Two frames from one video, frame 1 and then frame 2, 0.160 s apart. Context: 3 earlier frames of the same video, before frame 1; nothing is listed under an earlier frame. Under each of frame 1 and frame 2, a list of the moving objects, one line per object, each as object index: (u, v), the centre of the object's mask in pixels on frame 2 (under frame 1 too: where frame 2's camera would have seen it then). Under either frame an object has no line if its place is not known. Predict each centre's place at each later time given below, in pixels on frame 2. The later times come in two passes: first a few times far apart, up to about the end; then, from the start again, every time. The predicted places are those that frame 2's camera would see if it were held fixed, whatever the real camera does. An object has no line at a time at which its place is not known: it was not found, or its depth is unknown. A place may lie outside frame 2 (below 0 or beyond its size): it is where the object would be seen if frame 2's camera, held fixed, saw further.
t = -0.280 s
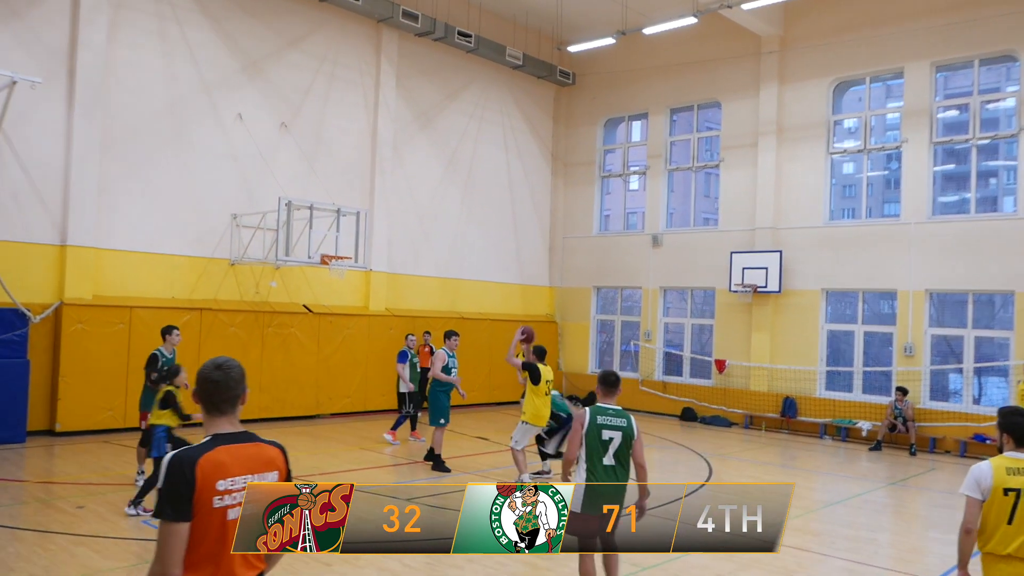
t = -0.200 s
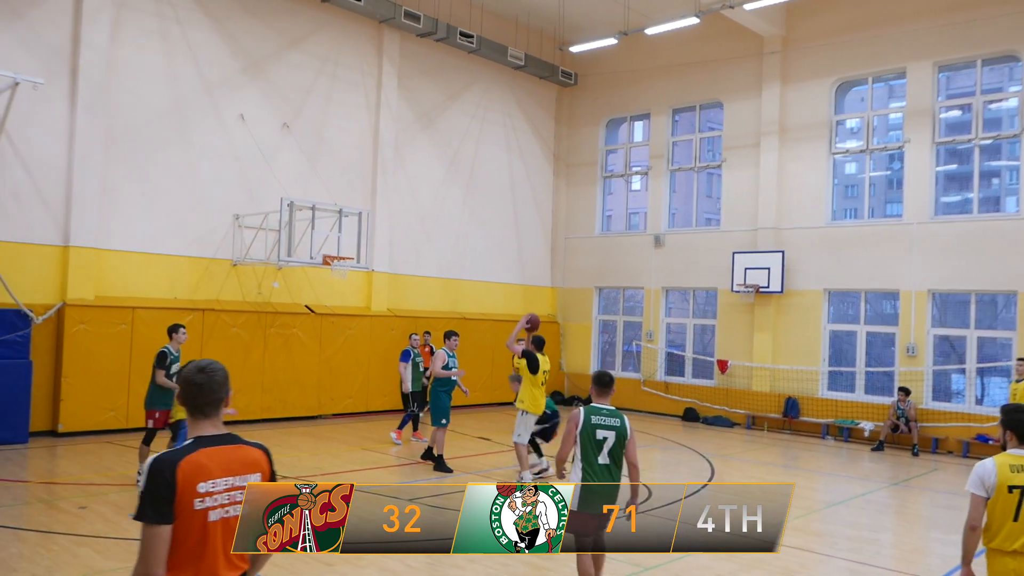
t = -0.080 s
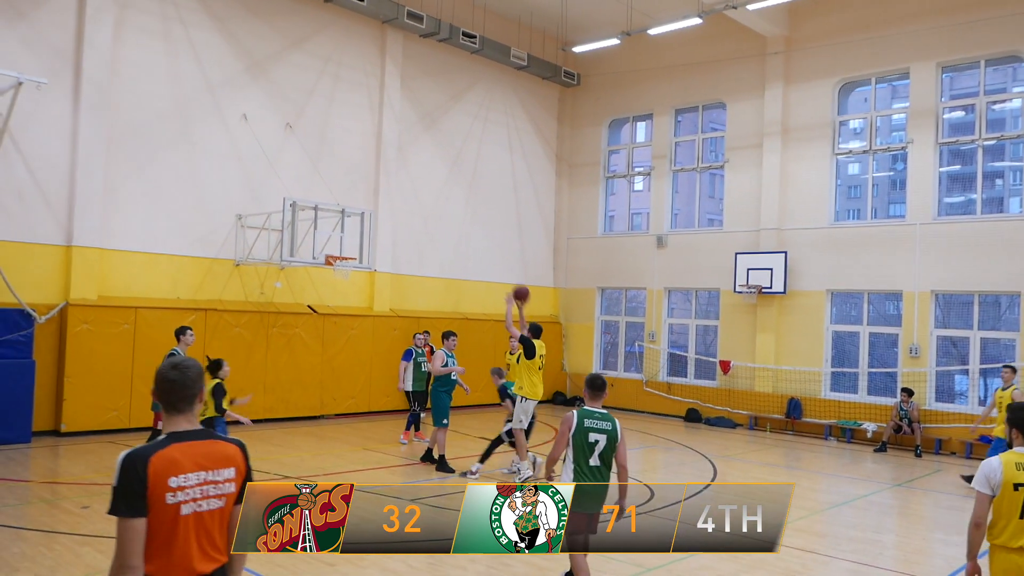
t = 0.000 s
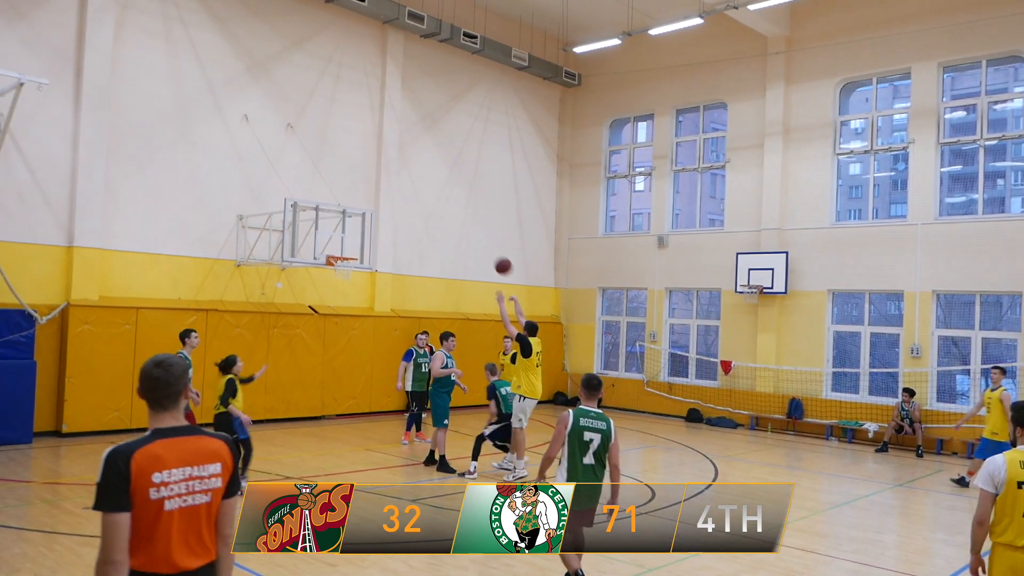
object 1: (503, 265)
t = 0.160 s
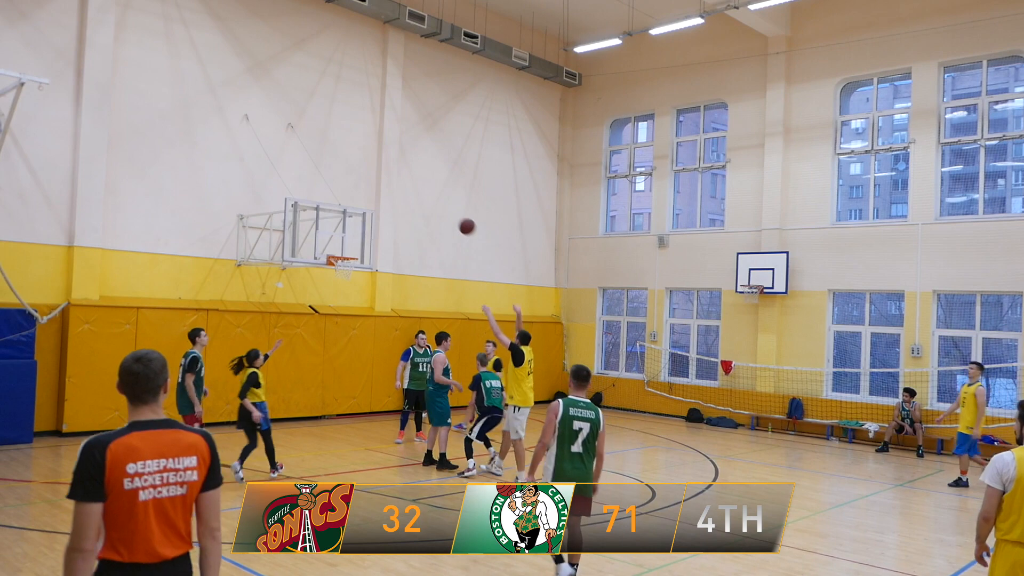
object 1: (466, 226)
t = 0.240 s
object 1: (449, 214)
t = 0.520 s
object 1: (393, 208)
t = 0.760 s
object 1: (350, 239)
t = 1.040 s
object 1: (338, 279)
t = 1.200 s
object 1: (322, 308)
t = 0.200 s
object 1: (458, 220)
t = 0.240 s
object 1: (449, 214)
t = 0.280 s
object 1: (441, 210)
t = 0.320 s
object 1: (432, 207)
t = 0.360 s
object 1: (425, 205)
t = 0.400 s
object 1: (416, 205)
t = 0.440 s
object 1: (409, 205)
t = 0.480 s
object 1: (401, 206)
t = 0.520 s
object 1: (393, 208)
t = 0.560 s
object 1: (386, 211)
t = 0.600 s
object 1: (378, 215)
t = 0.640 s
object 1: (371, 220)
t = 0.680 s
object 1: (364, 225)
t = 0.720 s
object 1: (357, 232)
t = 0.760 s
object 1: (350, 239)
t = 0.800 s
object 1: (343, 247)
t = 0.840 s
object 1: (338, 253)
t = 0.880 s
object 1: (347, 260)
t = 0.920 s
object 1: (350, 265)
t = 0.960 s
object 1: (346, 269)
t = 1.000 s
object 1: (343, 274)
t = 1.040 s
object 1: (338, 279)
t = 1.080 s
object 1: (334, 285)
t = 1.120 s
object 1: (330, 291)
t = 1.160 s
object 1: (326, 299)
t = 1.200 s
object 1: (322, 308)
